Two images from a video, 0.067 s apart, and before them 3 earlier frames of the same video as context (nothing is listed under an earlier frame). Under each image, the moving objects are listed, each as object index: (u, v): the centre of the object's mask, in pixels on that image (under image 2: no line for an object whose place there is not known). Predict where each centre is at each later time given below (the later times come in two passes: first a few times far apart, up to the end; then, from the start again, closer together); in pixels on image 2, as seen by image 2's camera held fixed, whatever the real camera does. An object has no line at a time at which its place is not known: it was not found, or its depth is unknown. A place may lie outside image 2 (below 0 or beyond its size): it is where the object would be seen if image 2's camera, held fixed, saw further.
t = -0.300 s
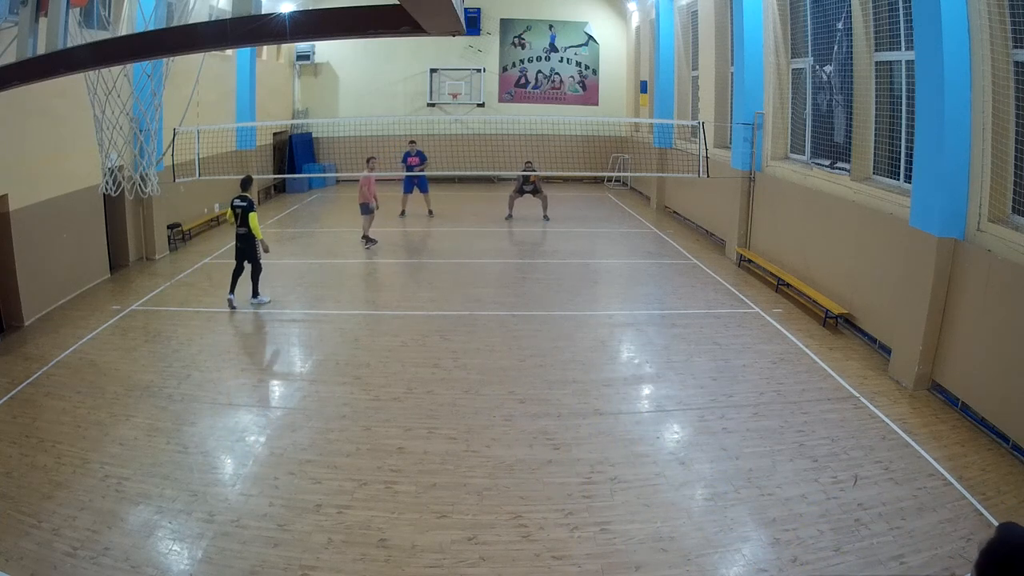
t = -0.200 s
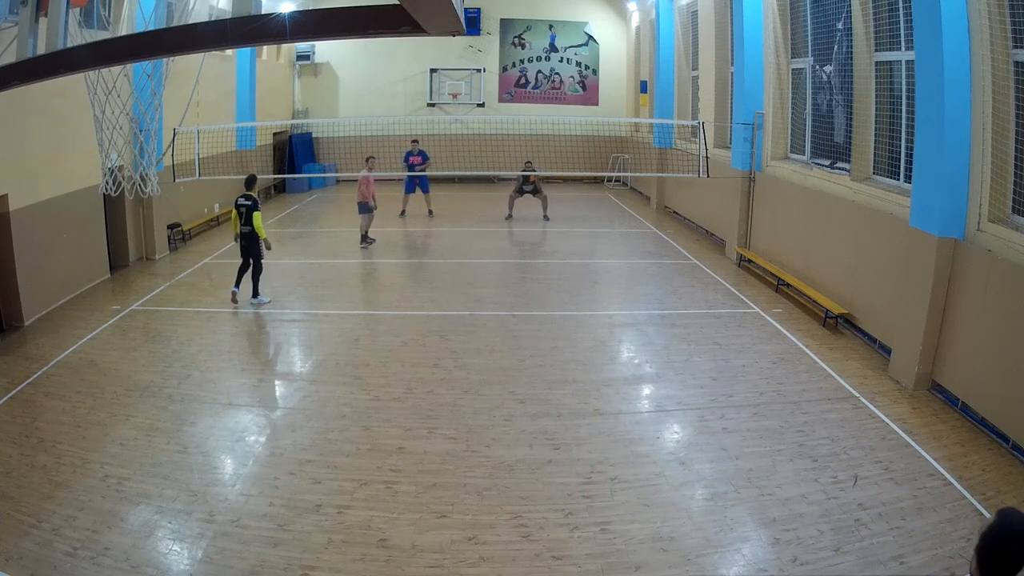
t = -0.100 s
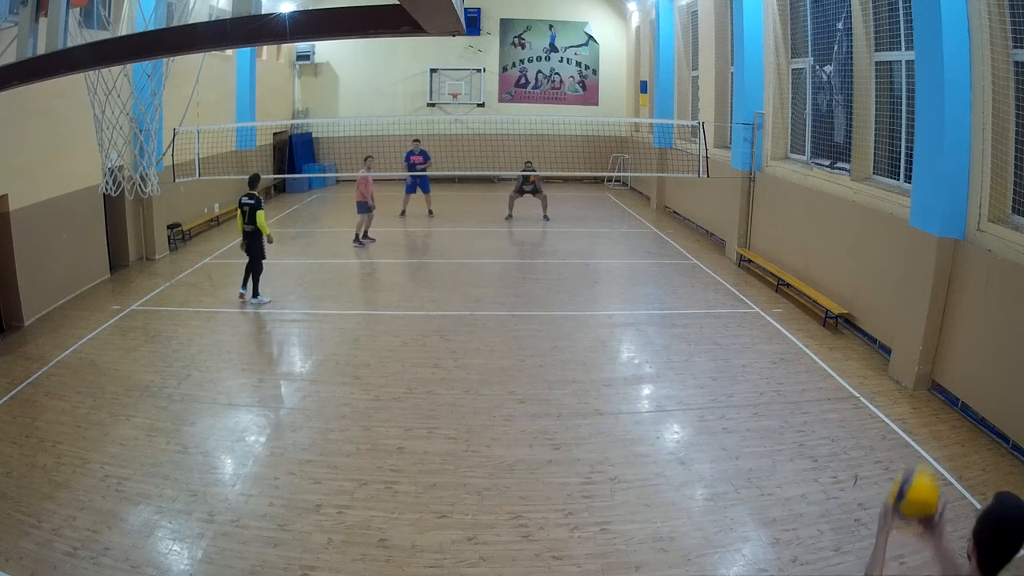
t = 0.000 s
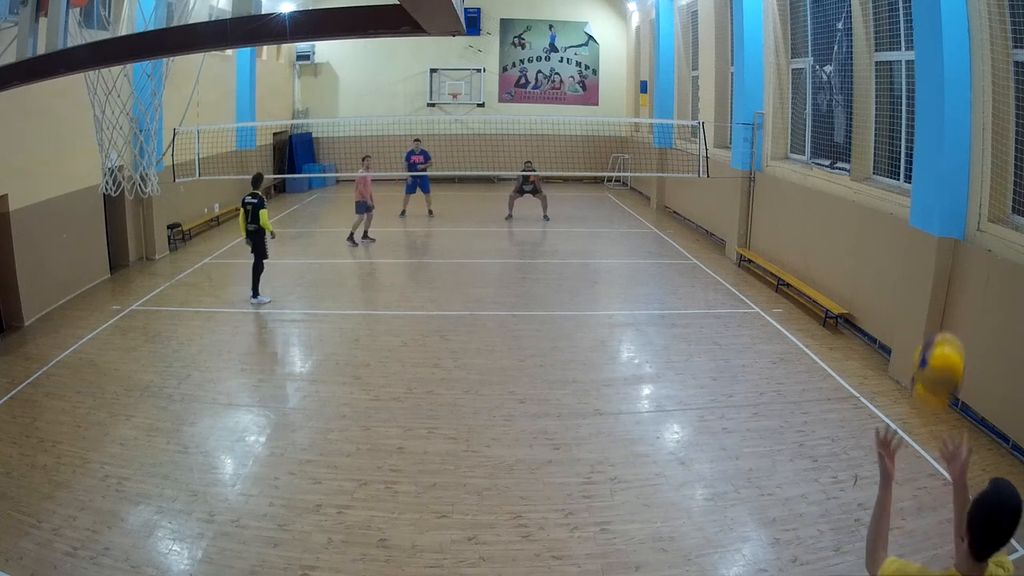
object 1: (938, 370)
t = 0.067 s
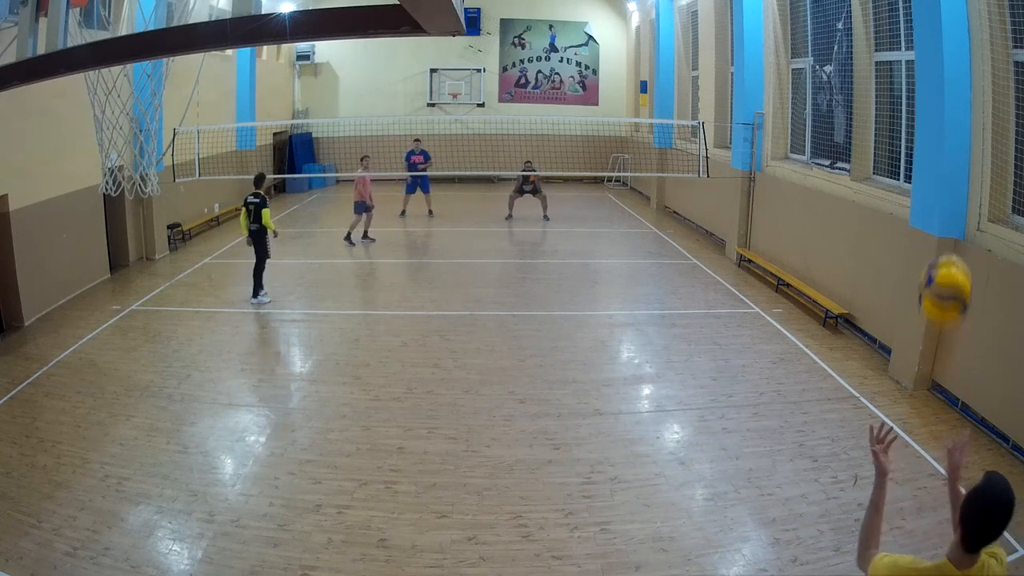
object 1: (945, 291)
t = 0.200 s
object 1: (942, 163)
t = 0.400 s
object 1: (923, 74)
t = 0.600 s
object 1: (903, 95)
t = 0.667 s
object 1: (896, 127)
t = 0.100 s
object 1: (947, 255)
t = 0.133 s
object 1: (946, 221)
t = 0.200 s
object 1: (942, 163)
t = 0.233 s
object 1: (940, 140)
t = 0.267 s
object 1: (937, 121)
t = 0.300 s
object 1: (933, 104)
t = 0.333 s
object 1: (929, 91)
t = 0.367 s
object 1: (926, 81)
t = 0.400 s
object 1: (923, 74)
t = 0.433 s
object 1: (919, 70)
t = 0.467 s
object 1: (916, 70)
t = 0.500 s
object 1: (913, 72)
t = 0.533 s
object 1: (909, 77)
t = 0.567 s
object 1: (906, 84)
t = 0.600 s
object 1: (903, 95)
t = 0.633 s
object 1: (900, 110)
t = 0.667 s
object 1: (896, 127)
